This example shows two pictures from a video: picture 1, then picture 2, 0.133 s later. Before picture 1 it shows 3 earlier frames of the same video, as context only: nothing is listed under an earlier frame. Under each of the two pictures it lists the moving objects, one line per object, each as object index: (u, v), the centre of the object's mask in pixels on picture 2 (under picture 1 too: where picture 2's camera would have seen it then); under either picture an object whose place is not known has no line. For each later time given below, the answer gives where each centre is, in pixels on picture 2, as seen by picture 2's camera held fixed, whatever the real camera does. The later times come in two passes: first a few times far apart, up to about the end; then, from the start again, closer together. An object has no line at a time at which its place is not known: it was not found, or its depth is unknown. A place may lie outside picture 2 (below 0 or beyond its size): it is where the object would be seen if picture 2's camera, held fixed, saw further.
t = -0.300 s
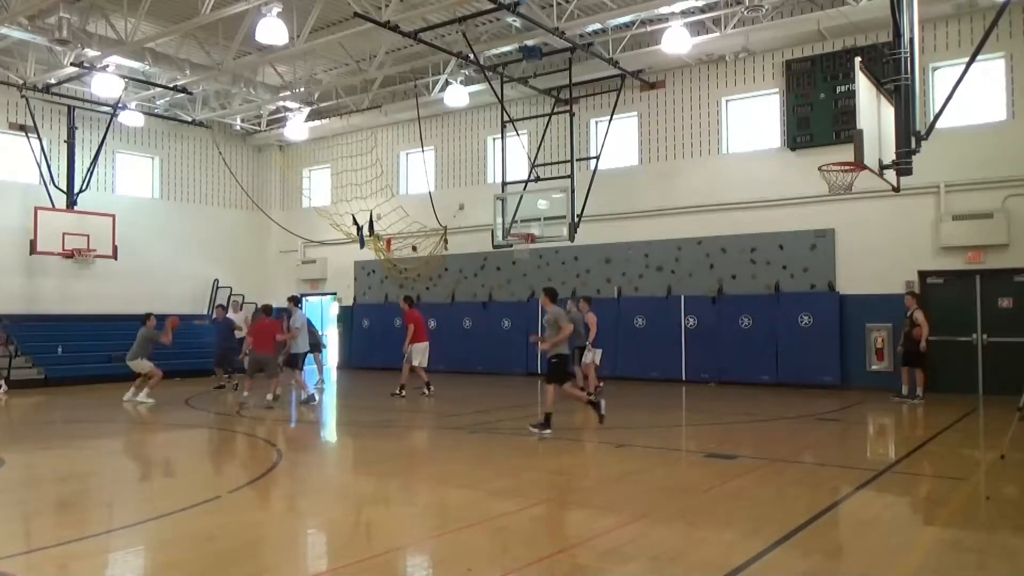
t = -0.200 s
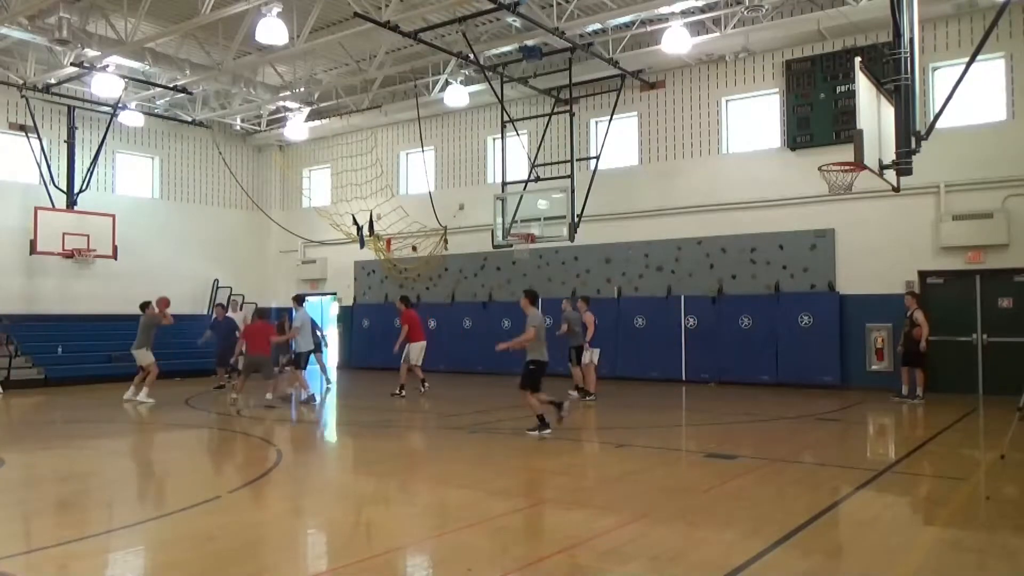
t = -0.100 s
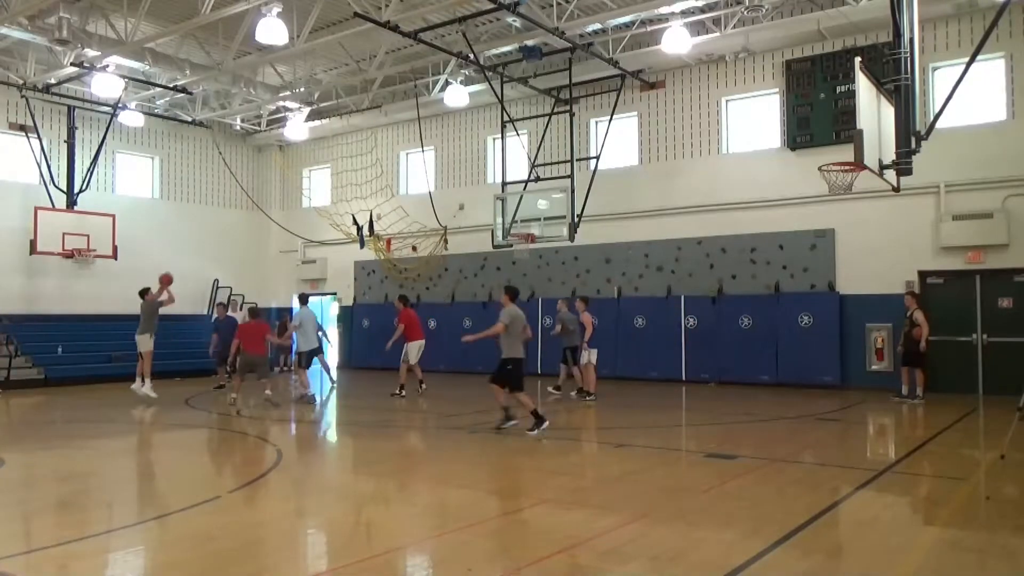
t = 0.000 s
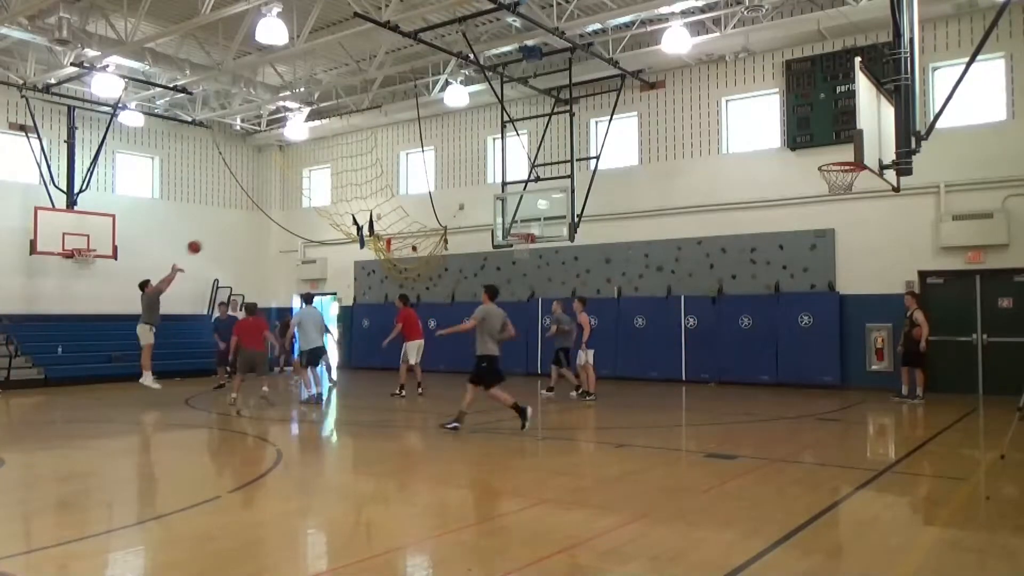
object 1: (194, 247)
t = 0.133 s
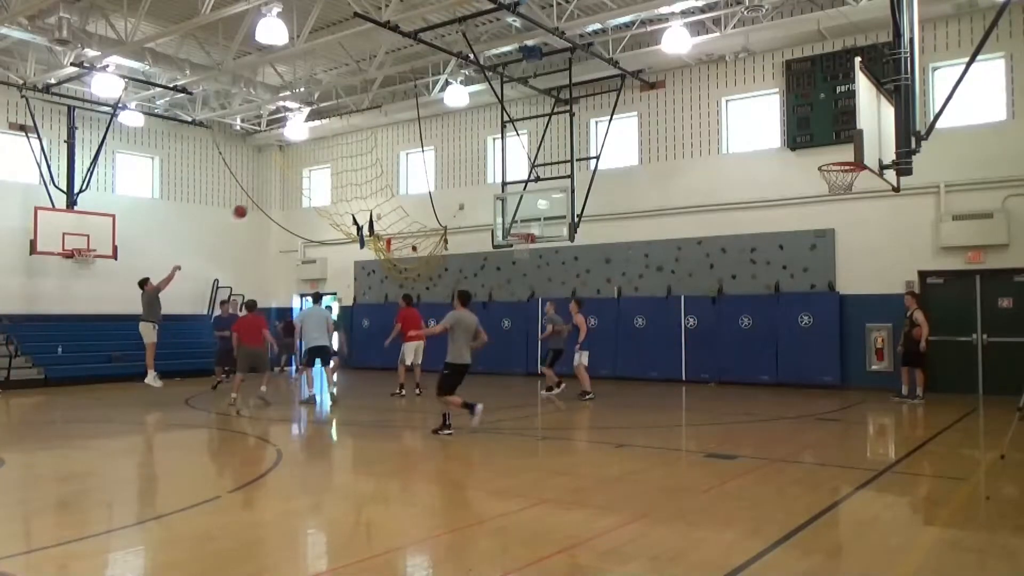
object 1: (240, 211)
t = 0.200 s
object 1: (262, 197)
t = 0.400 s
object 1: (325, 170)
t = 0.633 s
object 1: (393, 166)
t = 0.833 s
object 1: (449, 183)
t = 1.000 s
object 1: (494, 212)
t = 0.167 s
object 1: (251, 204)
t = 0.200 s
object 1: (262, 197)
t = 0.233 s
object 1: (272, 191)
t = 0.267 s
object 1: (283, 186)
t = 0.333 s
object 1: (304, 177)
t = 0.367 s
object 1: (313, 173)
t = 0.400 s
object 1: (325, 170)
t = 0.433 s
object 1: (335, 168)
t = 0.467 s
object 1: (344, 166)
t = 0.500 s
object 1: (354, 165)
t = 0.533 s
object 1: (364, 164)
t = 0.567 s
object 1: (374, 164)
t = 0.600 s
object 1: (383, 165)
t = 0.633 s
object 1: (393, 166)
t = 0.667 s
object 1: (402, 168)
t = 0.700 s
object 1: (412, 170)
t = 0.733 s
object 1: (422, 172)
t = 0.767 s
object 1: (431, 176)
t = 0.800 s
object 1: (440, 180)
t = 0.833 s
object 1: (449, 183)
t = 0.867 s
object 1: (459, 188)
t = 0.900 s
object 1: (467, 193)
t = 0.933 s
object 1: (476, 199)
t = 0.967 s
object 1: (485, 205)
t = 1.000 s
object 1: (494, 212)
